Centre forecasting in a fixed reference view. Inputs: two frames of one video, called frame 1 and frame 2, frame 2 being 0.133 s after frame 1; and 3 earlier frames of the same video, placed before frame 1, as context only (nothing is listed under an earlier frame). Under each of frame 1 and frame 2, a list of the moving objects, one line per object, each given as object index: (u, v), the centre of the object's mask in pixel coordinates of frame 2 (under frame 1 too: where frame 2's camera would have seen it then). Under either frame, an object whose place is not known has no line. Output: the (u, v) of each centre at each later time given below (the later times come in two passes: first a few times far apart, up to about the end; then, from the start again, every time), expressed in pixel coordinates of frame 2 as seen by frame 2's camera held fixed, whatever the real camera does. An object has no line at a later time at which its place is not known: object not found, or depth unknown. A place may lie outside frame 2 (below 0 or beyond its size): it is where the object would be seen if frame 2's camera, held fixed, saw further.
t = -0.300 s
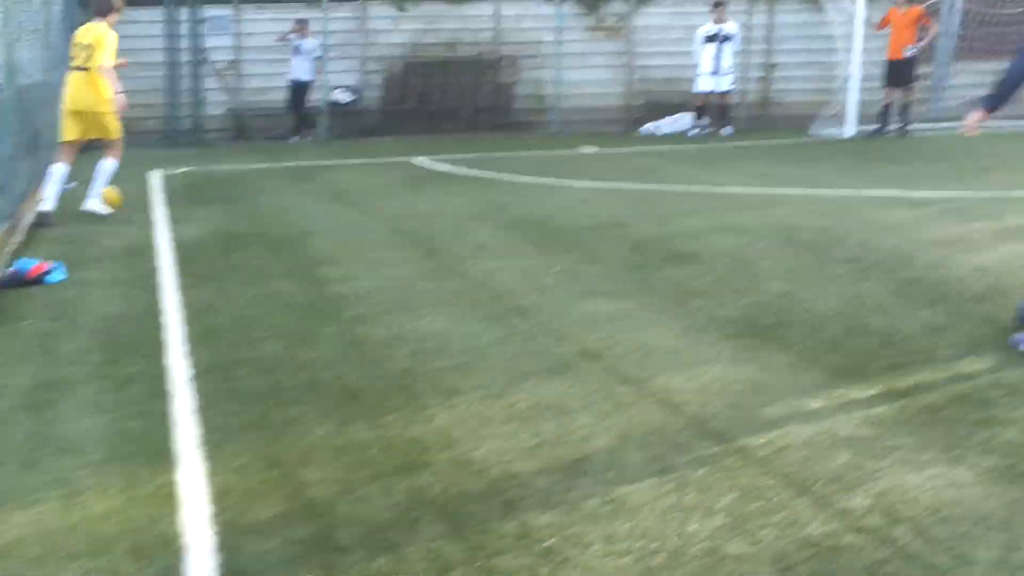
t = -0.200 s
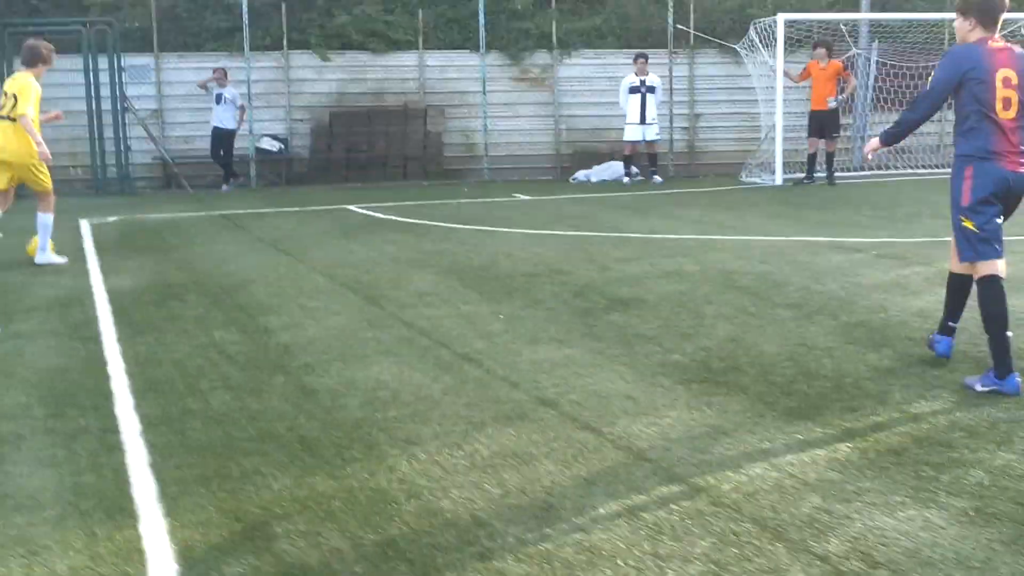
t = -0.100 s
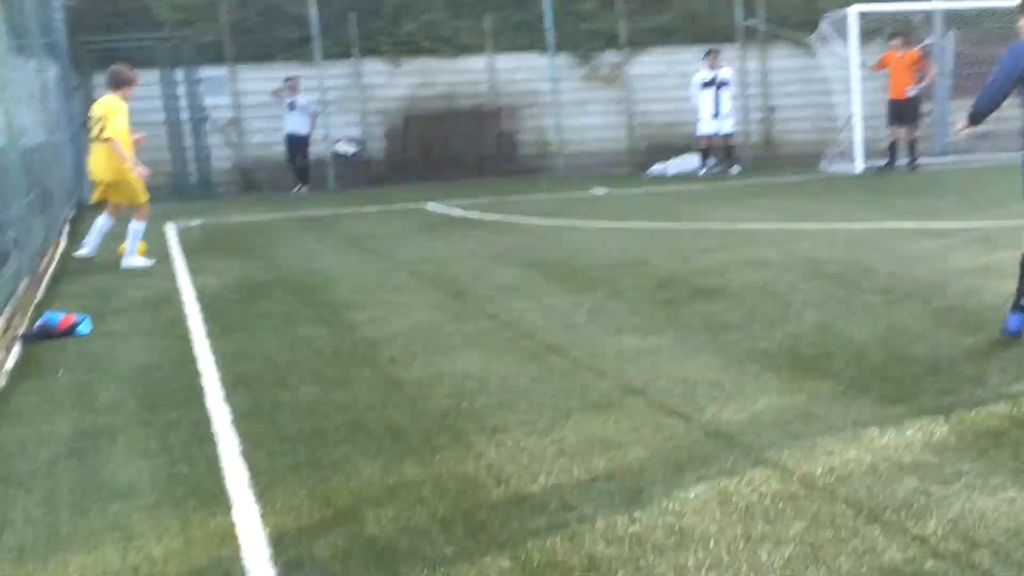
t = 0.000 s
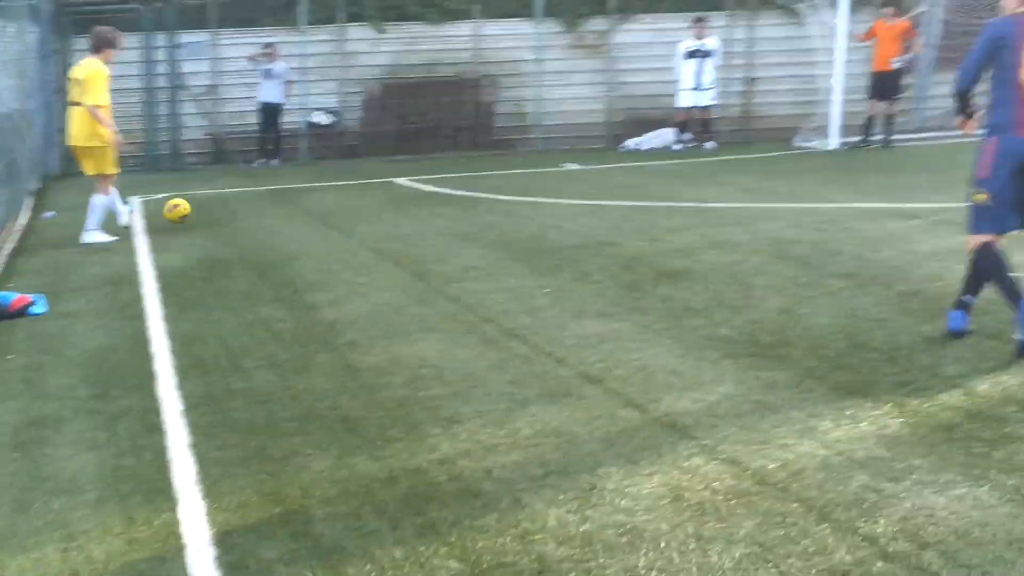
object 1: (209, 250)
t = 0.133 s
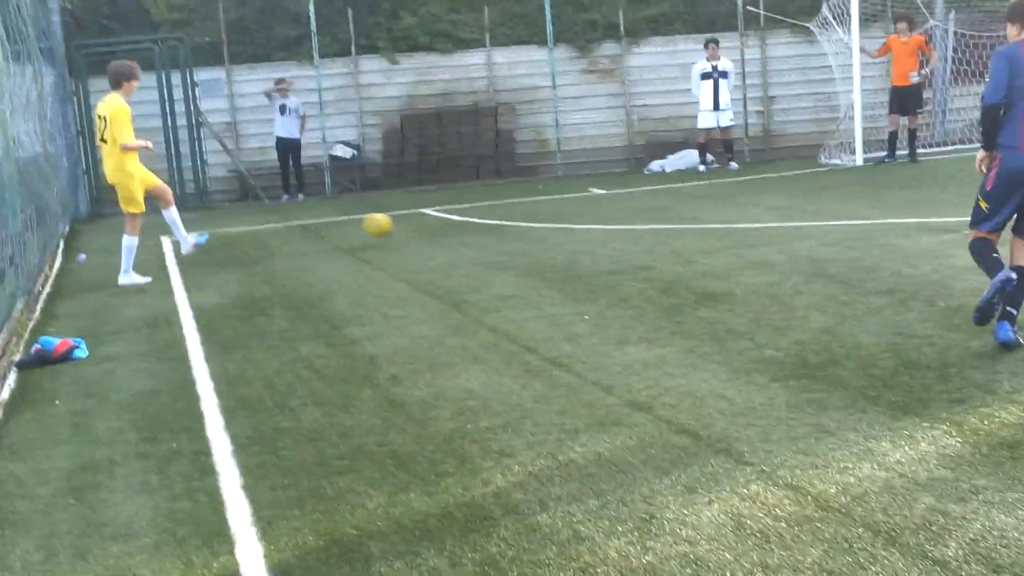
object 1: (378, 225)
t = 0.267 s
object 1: (526, 216)
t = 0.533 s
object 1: (736, 189)
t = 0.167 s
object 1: (419, 222)
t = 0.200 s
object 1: (457, 221)
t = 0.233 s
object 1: (496, 220)
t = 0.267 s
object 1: (526, 216)
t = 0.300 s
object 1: (555, 209)
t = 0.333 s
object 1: (582, 204)
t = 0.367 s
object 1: (609, 199)
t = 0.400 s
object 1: (637, 197)
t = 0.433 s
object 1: (664, 194)
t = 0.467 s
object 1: (689, 194)
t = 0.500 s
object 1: (715, 194)
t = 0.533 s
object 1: (736, 189)
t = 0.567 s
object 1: (756, 186)
